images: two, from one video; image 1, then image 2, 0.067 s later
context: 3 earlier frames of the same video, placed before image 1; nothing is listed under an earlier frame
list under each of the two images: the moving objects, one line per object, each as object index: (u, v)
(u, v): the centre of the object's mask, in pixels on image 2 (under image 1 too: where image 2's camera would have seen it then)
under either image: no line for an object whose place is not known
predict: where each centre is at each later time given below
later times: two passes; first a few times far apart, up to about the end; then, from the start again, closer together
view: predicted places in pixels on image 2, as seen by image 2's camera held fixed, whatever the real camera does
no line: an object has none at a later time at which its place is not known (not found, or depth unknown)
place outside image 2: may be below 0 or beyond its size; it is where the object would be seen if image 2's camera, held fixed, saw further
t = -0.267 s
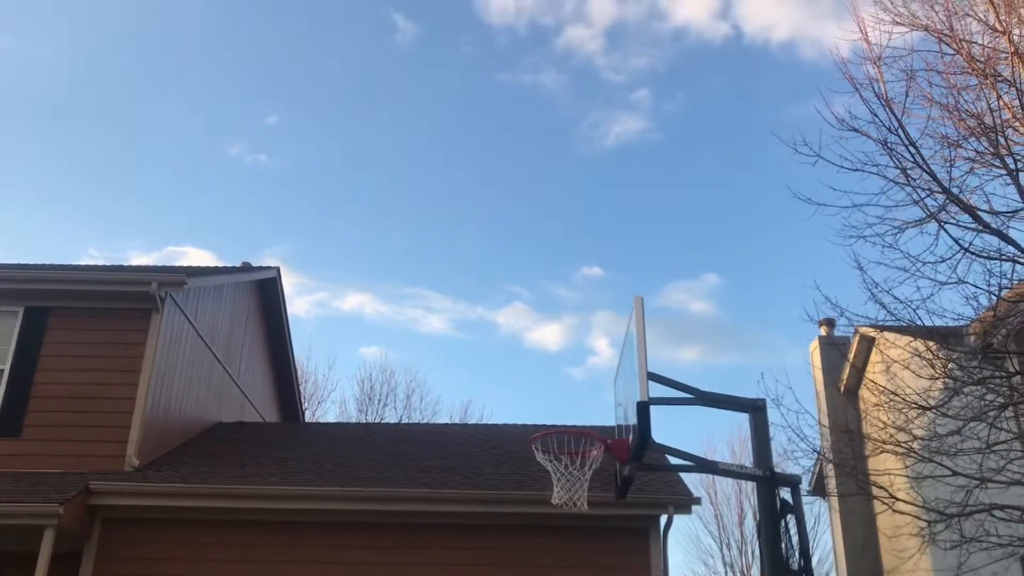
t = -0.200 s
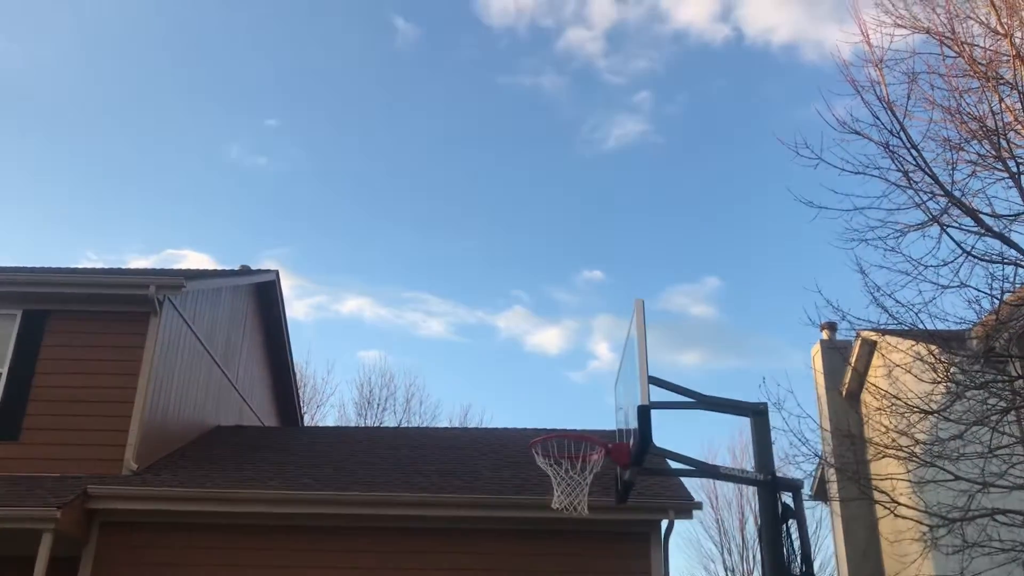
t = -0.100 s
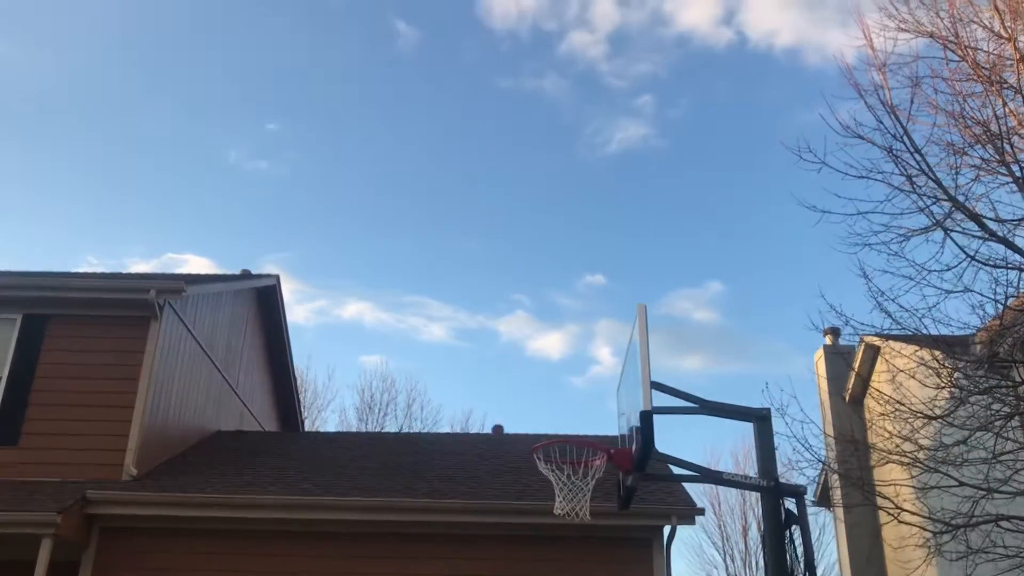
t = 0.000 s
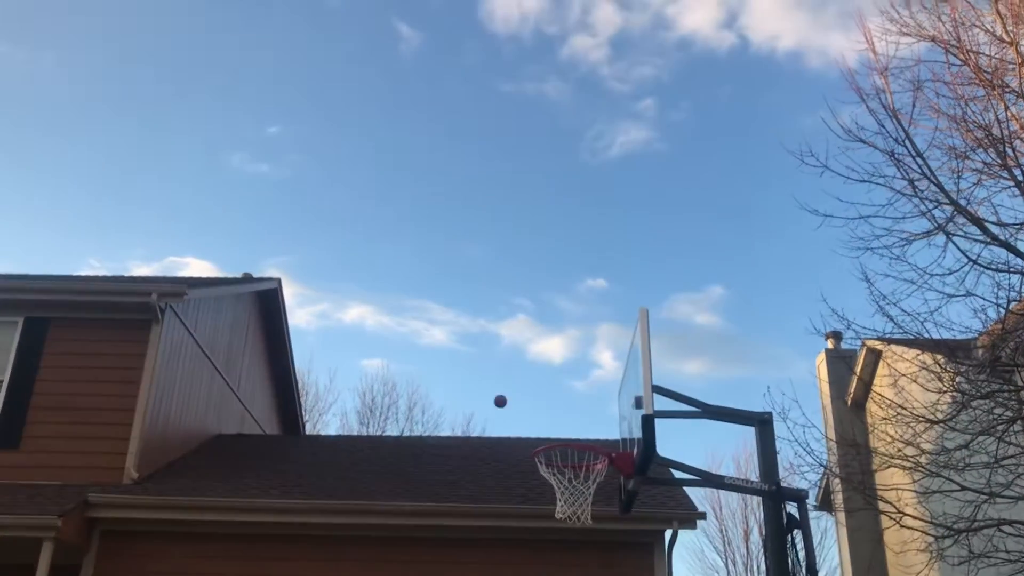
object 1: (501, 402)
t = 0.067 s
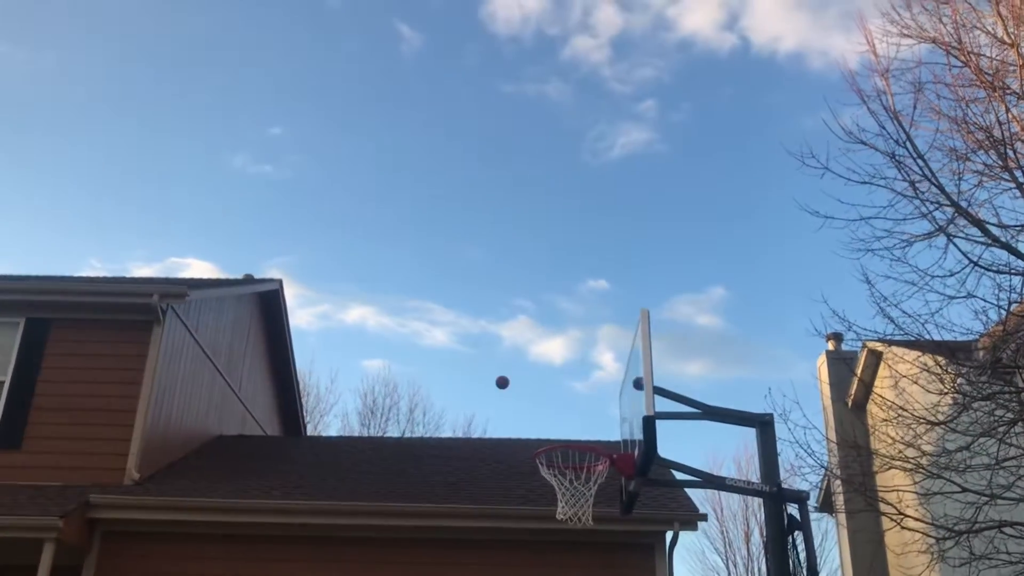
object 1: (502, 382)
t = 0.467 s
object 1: (509, 295)
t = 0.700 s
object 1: (516, 277)
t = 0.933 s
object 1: (527, 298)
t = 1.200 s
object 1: (553, 412)
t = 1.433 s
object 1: (605, 489)
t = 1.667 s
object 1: (564, 548)
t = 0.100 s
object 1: (503, 373)
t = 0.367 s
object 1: (507, 311)
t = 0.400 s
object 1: (508, 305)
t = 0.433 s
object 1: (508, 300)
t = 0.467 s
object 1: (509, 295)
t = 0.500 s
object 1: (510, 291)
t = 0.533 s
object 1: (511, 287)
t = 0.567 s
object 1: (512, 284)
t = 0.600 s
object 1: (513, 281)
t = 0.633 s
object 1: (514, 279)
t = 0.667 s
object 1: (515, 278)
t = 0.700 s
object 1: (516, 277)
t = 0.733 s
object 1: (517, 277)
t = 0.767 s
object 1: (518, 278)
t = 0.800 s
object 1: (520, 280)
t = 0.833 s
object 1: (521, 283)
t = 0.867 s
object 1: (523, 287)
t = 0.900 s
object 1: (525, 291)
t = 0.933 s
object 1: (527, 298)
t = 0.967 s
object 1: (529, 305)
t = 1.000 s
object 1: (531, 314)
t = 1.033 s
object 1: (534, 325)
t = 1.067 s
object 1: (537, 337)
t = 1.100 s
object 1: (540, 352)
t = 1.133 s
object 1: (544, 369)
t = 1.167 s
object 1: (548, 389)
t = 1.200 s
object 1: (553, 412)
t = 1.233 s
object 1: (558, 434)
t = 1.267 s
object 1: (576, 463)
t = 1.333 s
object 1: (607, 484)
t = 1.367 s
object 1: (607, 483)
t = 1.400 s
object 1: (606, 484)
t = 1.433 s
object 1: (605, 489)
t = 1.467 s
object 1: (603, 496)
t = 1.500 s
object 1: (594, 500)
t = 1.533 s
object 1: (589, 510)
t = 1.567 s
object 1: (584, 516)
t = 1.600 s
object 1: (577, 524)
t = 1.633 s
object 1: (572, 533)
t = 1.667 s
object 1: (564, 548)
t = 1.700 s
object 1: (558, 565)
